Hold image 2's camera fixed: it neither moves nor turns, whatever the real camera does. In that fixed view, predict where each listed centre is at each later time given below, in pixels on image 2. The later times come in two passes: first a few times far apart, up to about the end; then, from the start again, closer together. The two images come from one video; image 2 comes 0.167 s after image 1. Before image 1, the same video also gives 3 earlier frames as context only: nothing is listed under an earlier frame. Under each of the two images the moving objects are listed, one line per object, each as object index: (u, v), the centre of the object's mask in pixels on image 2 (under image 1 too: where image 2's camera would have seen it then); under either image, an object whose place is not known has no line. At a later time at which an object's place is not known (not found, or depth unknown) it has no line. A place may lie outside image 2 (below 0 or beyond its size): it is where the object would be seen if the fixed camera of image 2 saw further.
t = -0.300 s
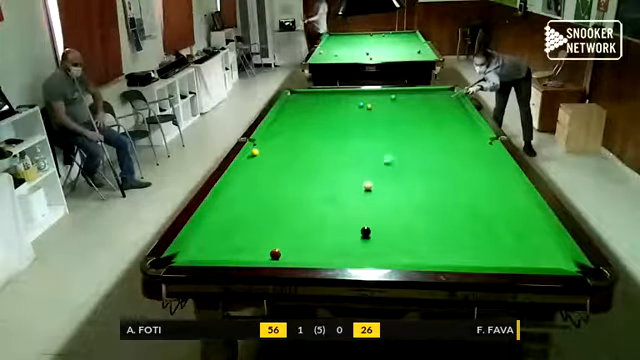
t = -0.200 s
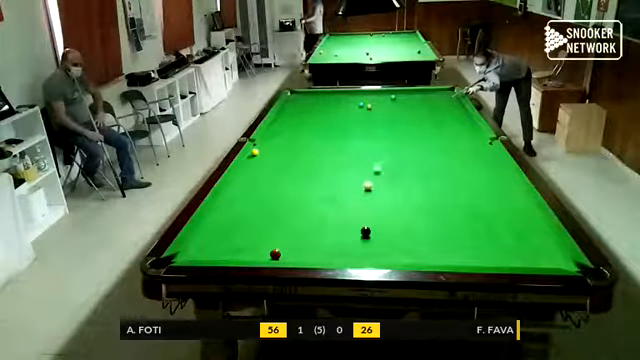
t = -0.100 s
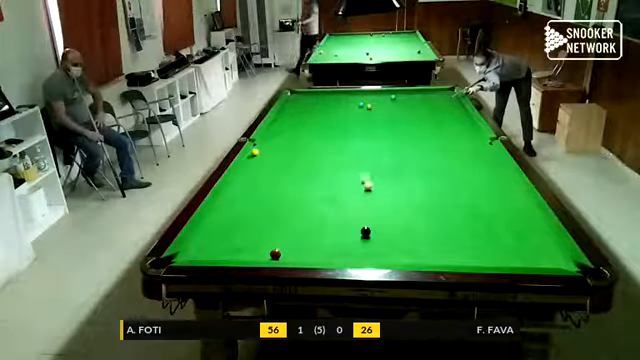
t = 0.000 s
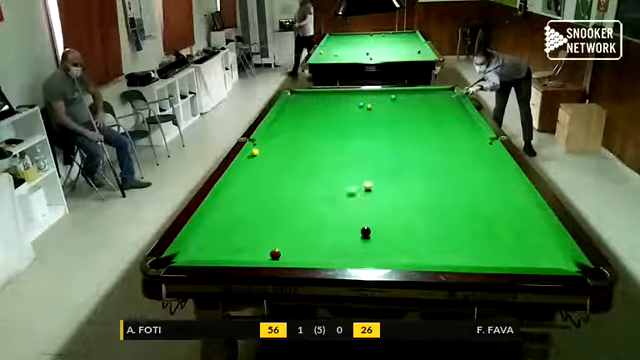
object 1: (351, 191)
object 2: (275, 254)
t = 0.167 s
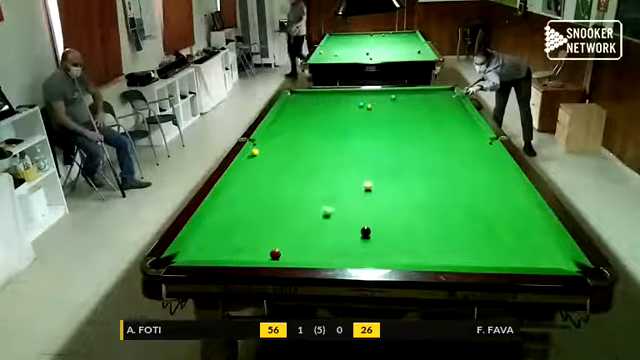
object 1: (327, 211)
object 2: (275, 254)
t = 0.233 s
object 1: (316, 221)
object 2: (275, 254)
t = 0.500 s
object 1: (285, 252)
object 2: (263, 254)
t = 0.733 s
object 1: (287, 254)
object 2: (253, 233)
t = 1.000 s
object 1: (293, 245)
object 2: (243, 212)
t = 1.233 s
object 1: (298, 236)
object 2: (236, 197)
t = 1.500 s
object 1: (302, 227)
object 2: (233, 183)
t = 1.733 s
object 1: (306, 221)
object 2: (246, 174)
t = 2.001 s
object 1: (310, 215)
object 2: (261, 165)
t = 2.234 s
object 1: (312, 211)
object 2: (272, 159)
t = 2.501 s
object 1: (314, 206)
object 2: (284, 152)
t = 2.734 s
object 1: (316, 203)
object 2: (293, 147)
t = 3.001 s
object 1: (318, 200)
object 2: (301, 142)
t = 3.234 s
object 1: (319, 198)
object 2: (308, 137)
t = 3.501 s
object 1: (320, 196)
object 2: (316, 133)
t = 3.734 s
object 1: (320, 196)
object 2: (321, 129)
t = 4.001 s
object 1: (320, 195)
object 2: (328, 126)
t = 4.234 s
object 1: (320, 195)
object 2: (333, 122)
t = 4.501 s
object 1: (320, 195)
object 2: (336, 120)
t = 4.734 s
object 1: (320, 195)
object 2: (340, 118)
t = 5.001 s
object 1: (320, 195)
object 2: (343, 116)
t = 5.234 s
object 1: (320, 195)
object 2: (346, 114)
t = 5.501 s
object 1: (320, 195)
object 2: (349, 113)
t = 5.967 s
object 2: (354, 108)
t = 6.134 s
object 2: (356, 108)
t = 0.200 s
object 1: (322, 216)
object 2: (275, 254)
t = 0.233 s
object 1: (316, 221)
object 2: (275, 254)
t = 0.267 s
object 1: (311, 226)
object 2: (275, 254)
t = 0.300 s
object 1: (305, 230)
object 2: (275, 254)
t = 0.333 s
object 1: (298, 236)
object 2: (275, 254)
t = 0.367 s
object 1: (292, 242)
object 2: (275, 254)
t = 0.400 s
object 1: (286, 247)
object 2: (275, 254)
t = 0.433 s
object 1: (284, 250)
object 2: (271, 256)
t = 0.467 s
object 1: (284, 251)
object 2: (266, 256)
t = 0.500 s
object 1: (285, 252)
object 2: (263, 254)
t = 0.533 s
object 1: (286, 254)
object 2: (261, 251)
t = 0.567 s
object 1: (286, 254)
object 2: (260, 248)
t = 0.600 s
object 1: (285, 255)
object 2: (258, 245)
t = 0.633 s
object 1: (285, 257)
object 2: (256, 242)
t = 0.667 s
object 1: (285, 257)
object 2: (255, 239)
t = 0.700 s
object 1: (286, 256)
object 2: (254, 236)
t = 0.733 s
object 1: (287, 254)
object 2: (253, 233)
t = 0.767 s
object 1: (287, 254)
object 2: (251, 230)
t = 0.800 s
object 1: (288, 253)
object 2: (250, 227)
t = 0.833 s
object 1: (289, 252)
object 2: (249, 224)
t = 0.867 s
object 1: (290, 250)
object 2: (248, 222)
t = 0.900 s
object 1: (291, 249)
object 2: (246, 219)
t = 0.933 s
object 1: (291, 248)
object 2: (245, 217)
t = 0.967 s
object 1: (292, 246)
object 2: (244, 215)
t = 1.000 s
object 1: (293, 245)
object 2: (243, 212)
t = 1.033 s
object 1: (294, 244)
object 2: (242, 210)
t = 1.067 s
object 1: (294, 242)
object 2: (241, 208)
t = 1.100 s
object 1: (295, 241)
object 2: (240, 205)
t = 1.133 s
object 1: (295, 240)
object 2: (238, 203)
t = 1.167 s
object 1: (296, 238)
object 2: (237, 201)
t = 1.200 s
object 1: (297, 237)
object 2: (237, 199)
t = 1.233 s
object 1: (298, 236)
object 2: (236, 197)
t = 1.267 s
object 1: (298, 234)
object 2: (235, 195)
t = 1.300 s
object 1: (299, 234)
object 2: (234, 193)
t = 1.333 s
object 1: (300, 232)
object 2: (233, 191)
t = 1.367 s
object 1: (300, 231)
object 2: (233, 189)
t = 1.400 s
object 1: (301, 231)
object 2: (231, 188)
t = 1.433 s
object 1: (301, 230)
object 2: (230, 186)
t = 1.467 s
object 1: (302, 229)
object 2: (229, 185)
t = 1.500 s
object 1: (302, 227)
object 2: (233, 183)
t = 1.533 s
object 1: (303, 226)
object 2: (235, 182)
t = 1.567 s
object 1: (303, 225)
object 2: (238, 180)
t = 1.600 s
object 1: (304, 224)
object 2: (239, 179)
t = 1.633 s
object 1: (304, 224)
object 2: (241, 178)
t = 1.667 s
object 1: (305, 222)
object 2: (242, 176)
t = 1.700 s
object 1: (305, 222)
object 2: (245, 175)
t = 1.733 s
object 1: (306, 221)
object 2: (246, 174)
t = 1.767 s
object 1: (306, 220)
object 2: (249, 173)
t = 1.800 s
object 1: (307, 220)
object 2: (251, 172)
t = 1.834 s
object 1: (307, 219)
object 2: (253, 171)
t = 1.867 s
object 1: (308, 218)
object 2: (255, 170)
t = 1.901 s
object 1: (308, 217)
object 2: (256, 169)
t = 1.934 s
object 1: (308, 216)
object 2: (258, 167)
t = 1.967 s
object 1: (309, 216)
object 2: (260, 167)
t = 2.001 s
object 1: (310, 215)
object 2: (261, 165)
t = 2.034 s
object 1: (310, 215)
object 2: (263, 165)
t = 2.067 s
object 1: (310, 214)
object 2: (263, 164)
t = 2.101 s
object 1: (310, 214)
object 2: (266, 163)
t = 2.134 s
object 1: (311, 213)
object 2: (267, 163)
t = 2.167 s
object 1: (311, 212)
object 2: (269, 162)
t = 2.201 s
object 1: (311, 211)
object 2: (271, 160)
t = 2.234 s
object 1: (312, 211)
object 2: (272, 159)
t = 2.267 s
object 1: (312, 210)
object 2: (273, 159)
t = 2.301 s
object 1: (312, 210)
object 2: (276, 157)
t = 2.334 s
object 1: (313, 209)
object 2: (277, 156)
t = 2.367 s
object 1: (313, 209)
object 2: (278, 156)
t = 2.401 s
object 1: (313, 208)
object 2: (279, 155)
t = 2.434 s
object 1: (314, 207)
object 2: (281, 154)
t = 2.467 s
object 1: (314, 207)
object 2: (282, 153)
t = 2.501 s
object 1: (314, 206)
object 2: (284, 152)
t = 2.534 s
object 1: (314, 206)
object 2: (285, 152)
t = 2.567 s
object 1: (314, 206)
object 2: (287, 151)
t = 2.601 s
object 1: (315, 205)
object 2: (288, 150)
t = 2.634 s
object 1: (315, 205)
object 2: (289, 149)
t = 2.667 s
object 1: (315, 204)
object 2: (290, 148)
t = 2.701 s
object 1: (315, 204)
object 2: (291, 147)
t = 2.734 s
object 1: (316, 203)
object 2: (293, 147)
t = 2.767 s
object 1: (316, 203)
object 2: (294, 146)
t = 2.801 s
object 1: (316, 202)
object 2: (295, 146)
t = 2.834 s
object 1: (317, 202)
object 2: (296, 145)
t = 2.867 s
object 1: (317, 202)
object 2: (297, 144)
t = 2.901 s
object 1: (317, 201)
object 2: (299, 143)
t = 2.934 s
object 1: (317, 201)
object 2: (299, 143)
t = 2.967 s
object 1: (317, 201)
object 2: (301, 142)
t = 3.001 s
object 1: (318, 200)
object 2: (301, 142)
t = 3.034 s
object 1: (318, 200)
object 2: (303, 141)
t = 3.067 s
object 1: (318, 200)
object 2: (304, 140)
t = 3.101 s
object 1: (318, 200)
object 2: (305, 140)
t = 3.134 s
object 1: (318, 200)
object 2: (306, 139)
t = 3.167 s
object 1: (318, 199)
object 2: (307, 139)
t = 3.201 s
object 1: (319, 199)
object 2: (308, 137)
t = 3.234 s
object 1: (319, 198)
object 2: (308, 137)
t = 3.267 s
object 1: (319, 198)
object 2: (309, 136)
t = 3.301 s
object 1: (319, 198)
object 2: (310, 136)
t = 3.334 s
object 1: (319, 197)
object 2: (312, 135)
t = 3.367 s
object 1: (319, 197)
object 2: (314, 134)
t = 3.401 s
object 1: (319, 197)
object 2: (315, 134)
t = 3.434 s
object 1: (320, 196)
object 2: (315, 134)
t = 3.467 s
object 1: (320, 196)
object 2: (316, 133)
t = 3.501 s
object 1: (320, 196)
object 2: (316, 133)
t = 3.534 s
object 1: (320, 196)
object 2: (317, 133)
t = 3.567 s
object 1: (320, 196)
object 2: (317, 132)
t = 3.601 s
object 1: (320, 196)
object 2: (318, 131)
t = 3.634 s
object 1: (320, 196)
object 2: (318, 131)
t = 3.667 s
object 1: (320, 196)
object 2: (321, 130)
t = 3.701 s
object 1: (320, 196)
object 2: (321, 130)
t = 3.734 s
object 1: (320, 196)
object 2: (321, 129)
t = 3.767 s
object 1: (320, 196)
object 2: (322, 128)
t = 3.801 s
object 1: (320, 196)
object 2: (323, 129)
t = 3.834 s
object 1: (320, 195)
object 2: (324, 127)
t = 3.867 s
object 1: (320, 195)
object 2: (324, 127)
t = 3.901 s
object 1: (320, 195)
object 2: (325, 126)
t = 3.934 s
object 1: (320, 195)
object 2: (326, 126)
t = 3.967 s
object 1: (320, 195)
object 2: (327, 126)
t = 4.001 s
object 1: (320, 195)
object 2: (328, 126)
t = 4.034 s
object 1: (321, 195)
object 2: (328, 125)
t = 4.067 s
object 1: (320, 195)
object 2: (331, 123)
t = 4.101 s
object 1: (320, 195)
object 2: (330, 124)
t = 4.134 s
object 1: (320, 195)
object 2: (330, 124)
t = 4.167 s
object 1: (320, 195)
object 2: (333, 122)
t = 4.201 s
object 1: (320, 195)
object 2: (333, 123)
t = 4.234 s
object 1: (320, 195)
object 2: (333, 122)
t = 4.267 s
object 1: (320, 195)
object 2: (333, 122)
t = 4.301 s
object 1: (320, 195)
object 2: (333, 122)
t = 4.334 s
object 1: (320, 195)
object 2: (333, 122)
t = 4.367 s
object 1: (320, 195)
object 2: (335, 121)
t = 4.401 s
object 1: (320, 195)
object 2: (335, 121)
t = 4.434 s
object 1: (320, 195)
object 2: (335, 121)
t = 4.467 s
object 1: (320, 195)
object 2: (335, 121)
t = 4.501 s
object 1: (320, 195)
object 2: (336, 120)
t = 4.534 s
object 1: (320, 195)
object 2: (337, 119)
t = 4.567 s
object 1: (320, 195)
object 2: (337, 119)
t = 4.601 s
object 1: (320, 195)
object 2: (338, 119)
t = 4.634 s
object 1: (320, 195)
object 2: (341, 118)
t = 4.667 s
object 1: (320, 195)
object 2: (341, 118)
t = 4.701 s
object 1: (320, 195)
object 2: (340, 118)
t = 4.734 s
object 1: (320, 195)
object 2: (340, 118)
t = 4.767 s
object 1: (320, 195)
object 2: (340, 118)
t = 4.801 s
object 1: (320, 195)
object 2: (341, 117)
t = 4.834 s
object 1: (320, 195)
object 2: (342, 117)
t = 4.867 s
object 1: (320, 195)
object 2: (342, 117)
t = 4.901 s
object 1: (320, 195)
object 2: (342, 116)
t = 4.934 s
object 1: (320, 195)
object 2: (342, 116)
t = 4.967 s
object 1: (320, 195)
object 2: (343, 116)
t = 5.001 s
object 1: (320, 195)
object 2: (343, 116)
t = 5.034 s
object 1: (320, 195)
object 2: (344, 116)
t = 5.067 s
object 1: (320, 195)
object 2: (345, 115)
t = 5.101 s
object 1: (320, 195)
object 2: (345, 115)
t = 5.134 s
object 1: (320, 195)
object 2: (345, 115)
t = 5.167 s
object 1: (320, 195)
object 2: (345, 115)
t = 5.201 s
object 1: (320, 195)
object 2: (346, 114)
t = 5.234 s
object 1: (320, 195)
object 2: (346, 114)
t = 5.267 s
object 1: (320, 195)
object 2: (346, 114)
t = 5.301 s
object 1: (320, 195)
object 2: (346, 114)
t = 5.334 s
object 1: (320, 195)
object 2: (347, 113)
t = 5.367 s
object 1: (320, 195)
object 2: (348, 113)
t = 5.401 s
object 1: (320, 195)
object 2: (348, 113)
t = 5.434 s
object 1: (320, 195)
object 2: (348, 113)
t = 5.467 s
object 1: (320, 195)
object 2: (348, 113)
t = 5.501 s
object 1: (320, 195)
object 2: (349, 113)
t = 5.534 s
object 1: (320, 195)
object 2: (350, 112)
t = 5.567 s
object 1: (320, 195)
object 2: (350, 112)
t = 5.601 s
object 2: (351, 111)
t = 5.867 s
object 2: (353, 110)
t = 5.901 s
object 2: (354, 108)
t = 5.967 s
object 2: (354, 108)
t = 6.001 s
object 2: (355, 108)
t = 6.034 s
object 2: (355, 108)
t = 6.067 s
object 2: (355, 108)
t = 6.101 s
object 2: (356, 108)
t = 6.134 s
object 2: (356, 108)
